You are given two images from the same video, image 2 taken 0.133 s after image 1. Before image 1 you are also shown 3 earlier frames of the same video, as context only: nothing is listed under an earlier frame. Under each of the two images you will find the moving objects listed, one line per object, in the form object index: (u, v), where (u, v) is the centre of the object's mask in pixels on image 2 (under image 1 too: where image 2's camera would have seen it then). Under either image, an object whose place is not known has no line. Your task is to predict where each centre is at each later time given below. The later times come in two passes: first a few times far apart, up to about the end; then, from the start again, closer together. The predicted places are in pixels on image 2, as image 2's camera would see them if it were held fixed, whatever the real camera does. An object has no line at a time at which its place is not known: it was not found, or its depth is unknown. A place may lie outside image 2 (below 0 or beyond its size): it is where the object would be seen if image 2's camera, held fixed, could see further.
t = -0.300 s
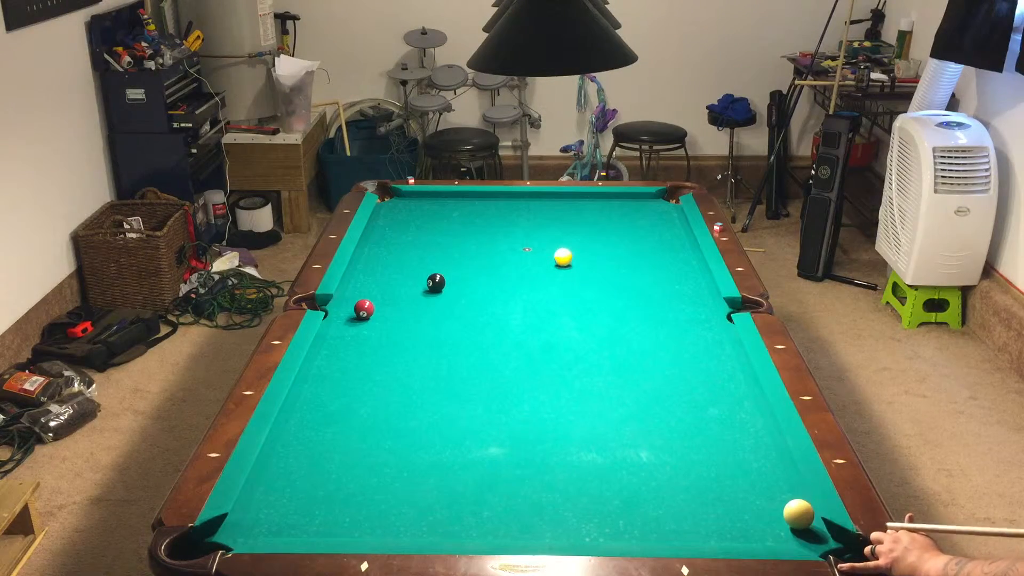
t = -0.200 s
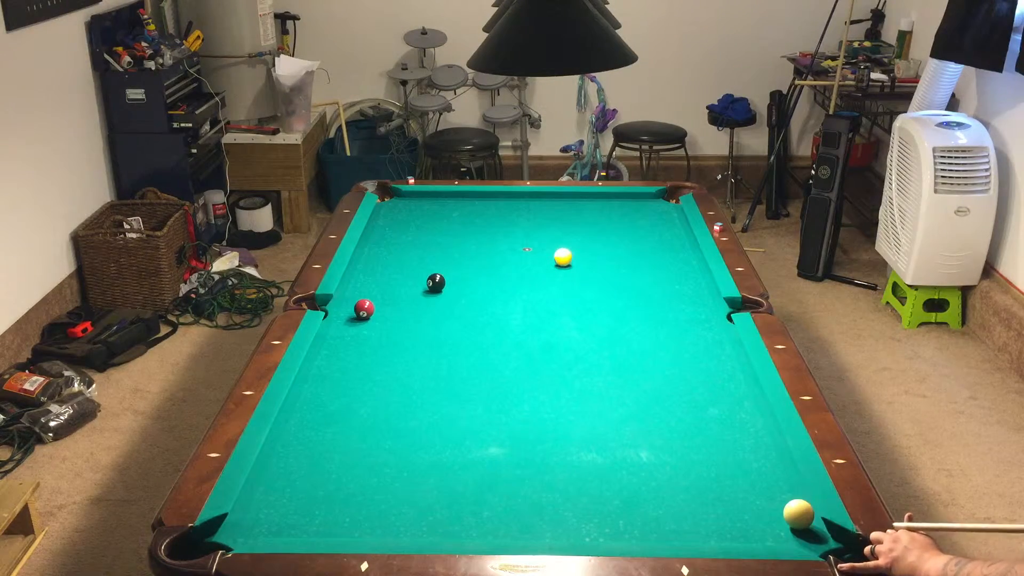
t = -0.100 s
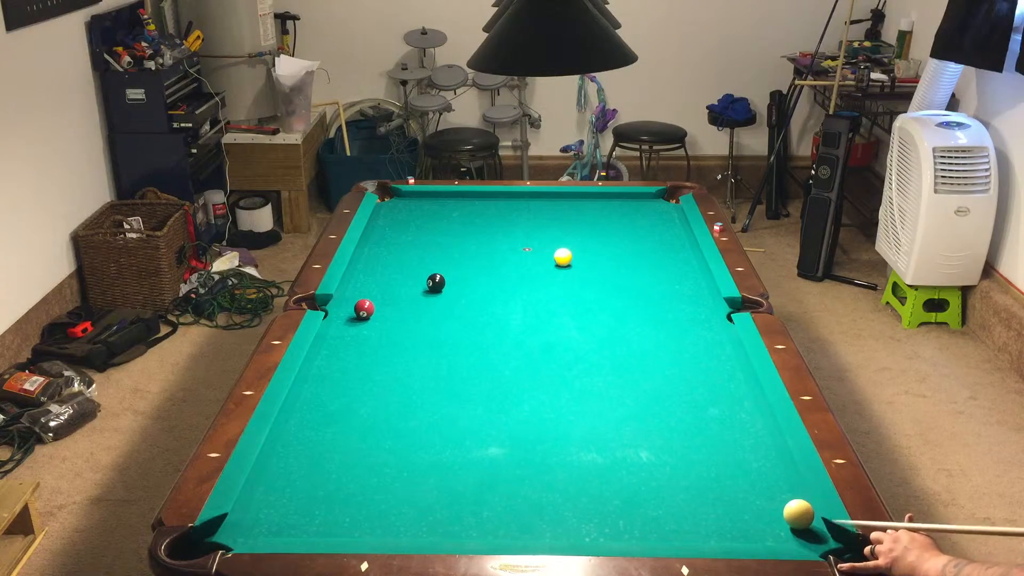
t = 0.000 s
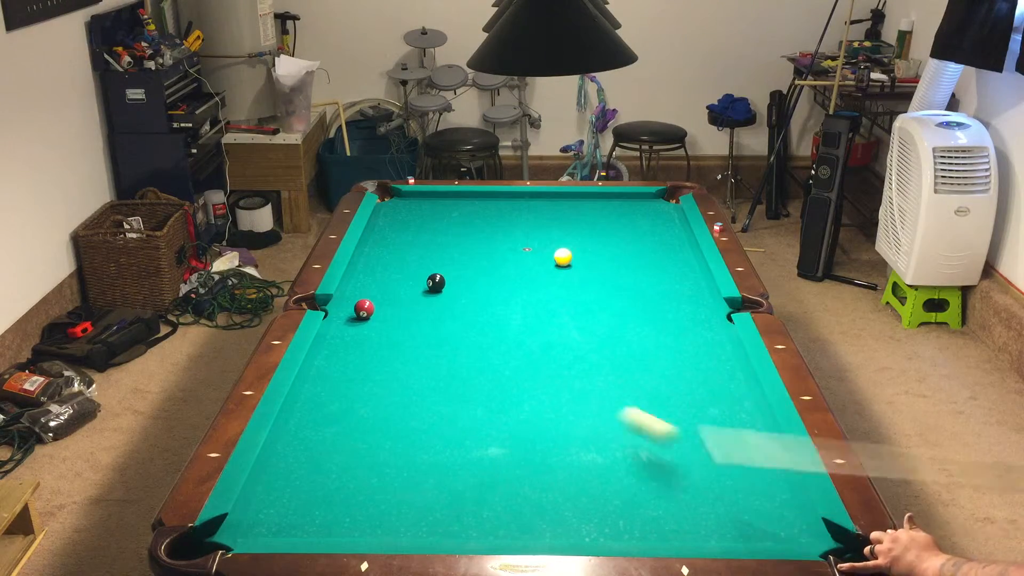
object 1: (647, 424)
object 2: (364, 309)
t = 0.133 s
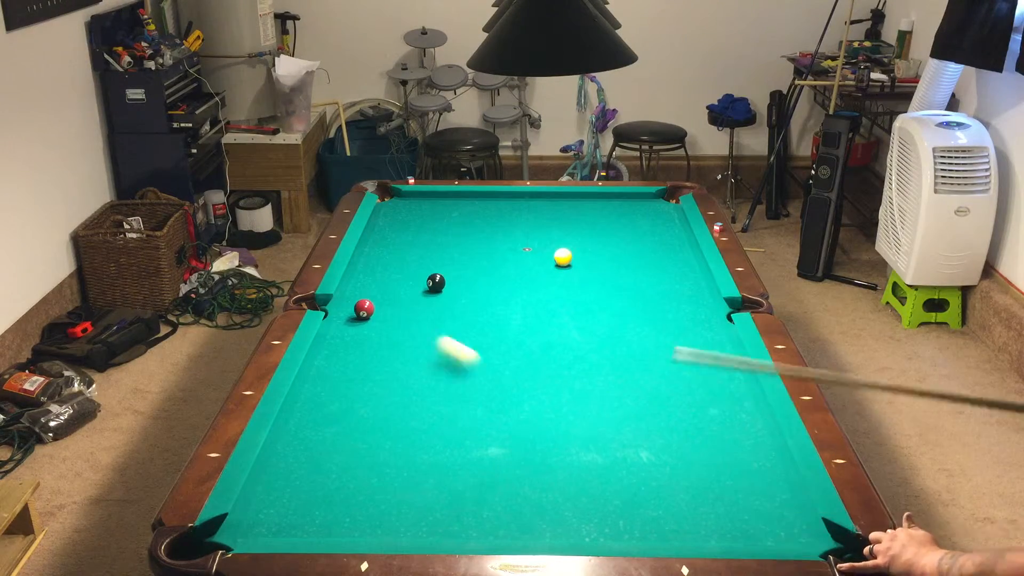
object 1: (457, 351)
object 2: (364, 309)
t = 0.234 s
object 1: (364, 316)
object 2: (355, 298)
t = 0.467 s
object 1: (349, 338)
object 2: (442, 243)
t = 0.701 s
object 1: (378, 362)
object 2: (515, 208)
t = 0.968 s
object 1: (414, 390)
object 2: (593, 210)
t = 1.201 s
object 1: (449, 417)
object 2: (674, 233)
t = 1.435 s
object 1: (486, 445)
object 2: (650, 257)
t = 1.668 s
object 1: (526, 476)
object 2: (602, 283)
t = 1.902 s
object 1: (569, 507)
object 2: (548, 312)
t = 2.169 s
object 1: (619, 528)
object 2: (480, 349)
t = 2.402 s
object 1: (649, 509)
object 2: (411, 387)
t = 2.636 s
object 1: (676, 490)
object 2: (333, 428)
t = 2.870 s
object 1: (700, 473)
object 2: (273, 472)
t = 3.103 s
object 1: (722, 458)
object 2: (295, 501)
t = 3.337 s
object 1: (742, 445)
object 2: (319, 526)
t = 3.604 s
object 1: (762, 431)
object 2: (353, 517)
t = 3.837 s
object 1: (757, 423)
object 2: (380, 500)
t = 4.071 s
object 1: (743, 418)
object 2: (405, 485)
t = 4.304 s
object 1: (732, 413)
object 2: (428, 472)
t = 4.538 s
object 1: (723, 409)
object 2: (448, 460)
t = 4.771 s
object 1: (717, 406)
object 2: (466, 450)
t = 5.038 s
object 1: (711, 404)
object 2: (484, 440)
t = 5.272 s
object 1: (709, 402)
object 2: (499, 432)
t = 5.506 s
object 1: (709, 401)
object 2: (511, 426)
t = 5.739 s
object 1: (710, 401)
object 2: (522, 420)
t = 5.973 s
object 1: (709, 401)
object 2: (532, 415)
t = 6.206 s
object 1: (709, 401)
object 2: (540, 411)
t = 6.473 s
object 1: (709, 402)
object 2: (547, 407)
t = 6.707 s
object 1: (709, 401)
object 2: (552, 404)
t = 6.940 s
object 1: (709, 401)
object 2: (555, 403)
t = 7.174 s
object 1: (710, 401)
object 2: (558, 401)
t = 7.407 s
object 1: (710, 402)
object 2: (558, 401)
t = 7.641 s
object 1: (710, 401)
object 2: (558, 401)
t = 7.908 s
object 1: (710, 401)
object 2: (558, 401)
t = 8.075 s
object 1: (709, 401)
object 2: (558, 401)
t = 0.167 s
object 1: (421, 333)
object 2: (364, 309)
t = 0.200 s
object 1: (388, 319)
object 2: (363, 309)
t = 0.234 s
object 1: (364, 316)
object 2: (355, 298)
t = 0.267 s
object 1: (351, 318)
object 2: (351, 286)
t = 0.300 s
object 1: (339, 321)
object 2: (370, 277)
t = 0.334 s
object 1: (332, 325)
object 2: (387, 269)
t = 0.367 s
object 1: (337, 328)
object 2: (403, 262)
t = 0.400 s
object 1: (341, 331)
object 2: (416, 255)
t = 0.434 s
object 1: (345, 335)
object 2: (430, 249)
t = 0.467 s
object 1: (349, 338)
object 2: (442, 243)
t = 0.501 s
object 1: (353, 341)
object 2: (453, 238)
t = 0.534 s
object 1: (357, 344)
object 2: (464, 232)
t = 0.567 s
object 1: (361, 348)
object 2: (475, 228)
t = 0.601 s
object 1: (365, 351)
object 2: (485, 223)
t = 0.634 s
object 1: (370, 354)
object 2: (495, 218)
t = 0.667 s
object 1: (374, 358)
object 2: (505, 213)
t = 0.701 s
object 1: (378, 362)
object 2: (515, 208)
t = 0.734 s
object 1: (382, 365)
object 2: (524, 204)
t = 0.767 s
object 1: (387, 368)
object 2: (533, 199)
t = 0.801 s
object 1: (391, 372)
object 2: (541, 196)
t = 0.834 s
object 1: (396, 376)
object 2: (551, 197)
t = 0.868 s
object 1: (400, 379)
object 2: (562, 200)
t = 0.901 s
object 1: (405, 383)
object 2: (572, 203)
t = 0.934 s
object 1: (410, 387)
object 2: (582, 206)
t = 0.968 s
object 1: (414, 390)
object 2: (593, 210)
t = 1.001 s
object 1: (419, 394)
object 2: (605, 213)
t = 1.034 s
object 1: (424, 398)
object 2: (616, 216)
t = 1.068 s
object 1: (429, 402)
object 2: (627, 219)
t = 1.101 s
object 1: (434, 405)
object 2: (638, 223)
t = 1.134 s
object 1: (439, 409)
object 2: (650, 226)
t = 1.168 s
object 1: (444, 413)
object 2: (662, 229)
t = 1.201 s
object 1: (449, 417)
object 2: (674, 233)
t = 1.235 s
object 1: (454, 421)
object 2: (686, 236)
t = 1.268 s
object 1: (459, 424)
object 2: (682, 240)
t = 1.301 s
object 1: (464, 429)
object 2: (675, 243)
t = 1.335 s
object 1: (470, 433)
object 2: (668, 246)
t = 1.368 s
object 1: (475, 437)
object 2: (662, 250)
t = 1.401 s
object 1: (480, 442)
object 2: (656, 253)
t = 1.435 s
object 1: (486, 445)
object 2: (650, 257)
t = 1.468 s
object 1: (492, 450)
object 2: (643, 260)
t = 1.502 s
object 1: (497, 454)
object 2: (636, 264)
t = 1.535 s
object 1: (503, 458)
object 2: (630, 267)
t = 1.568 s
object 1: (508, 462)
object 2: (623, 271)
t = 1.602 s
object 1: (514, 466)
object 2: (616, 275)
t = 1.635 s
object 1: (520, 471)
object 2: (609, 279)
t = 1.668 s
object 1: (526, 476)
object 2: (602, 283)
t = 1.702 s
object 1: (532, 479)
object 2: (595, 287)
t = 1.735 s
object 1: (538, 484)
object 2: (587, 291)
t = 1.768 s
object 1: (545, 488)
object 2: (580, 295)
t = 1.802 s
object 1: (550, 493)
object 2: (572, 299)
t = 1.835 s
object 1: (557, 498)
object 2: (565, 303)
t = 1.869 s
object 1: (563, 503)
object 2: (557, 307)
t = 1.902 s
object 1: (569, 507)
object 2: (548, 312)
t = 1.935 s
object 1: (576, 511)
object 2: (540, 316)
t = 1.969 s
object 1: (582, 516)
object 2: (532, 321)
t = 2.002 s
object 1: (589, 521)
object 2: (524, 325)
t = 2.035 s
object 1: (596, 526)
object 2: (515, 330)
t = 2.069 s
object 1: (602, 529)
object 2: (507, 335)
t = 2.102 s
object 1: (609, 531)
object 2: (498, 340)
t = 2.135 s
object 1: (614, 530)
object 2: (489, 344)
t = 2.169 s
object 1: (619, 528)
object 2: (480, 349)
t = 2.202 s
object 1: (623, 527)
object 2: (471, 354)
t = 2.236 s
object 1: (628, 524)
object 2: (461, 360)
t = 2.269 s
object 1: (632, 521)
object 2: (452, 364)
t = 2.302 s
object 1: (636, 518)
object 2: (442, 370)
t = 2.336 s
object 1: (641, 515)
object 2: (432, 375)
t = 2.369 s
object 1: (645, 512)
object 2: (422, 380)
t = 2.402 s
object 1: (649, 509)
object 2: (411, 387)
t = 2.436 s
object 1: (653, 506)
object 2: (401, 392)
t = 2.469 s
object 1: (657, 504)
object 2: (390, 398)
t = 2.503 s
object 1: (661, 501)
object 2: (379, 404)
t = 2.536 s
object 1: (665, 498)
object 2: (368, 410)
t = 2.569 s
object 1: (669, 496)
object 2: (356, 416)
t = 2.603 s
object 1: (672, 493)
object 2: (345, 422)
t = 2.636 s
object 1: (676, 490)
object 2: (333, 428)
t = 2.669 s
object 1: (680, 488)
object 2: (321, 435)
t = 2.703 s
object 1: (683, 485)
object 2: (308, 442)
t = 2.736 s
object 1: (687, 483)
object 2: (296, 449)
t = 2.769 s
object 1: (690, 481)
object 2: (283, 456)
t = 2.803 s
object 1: (694, 478)
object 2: (270, 463)
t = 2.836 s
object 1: (697, 476)
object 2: (269, 469)
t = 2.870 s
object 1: (700, 473)
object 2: (273, 472)
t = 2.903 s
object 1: (704, 471)
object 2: (275, 477)
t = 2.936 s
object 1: (707, 469)
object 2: (279, 481)
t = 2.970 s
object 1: (710, 467)
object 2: (282, 484)
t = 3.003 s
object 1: (713, 465)
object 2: (285, 489)
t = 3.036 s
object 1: (716, 463)
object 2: (289, 492)
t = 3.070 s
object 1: (719, 461)
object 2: (292, 496)
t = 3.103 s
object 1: (722, 458)
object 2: (295, 501)
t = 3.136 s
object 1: (725, 456)
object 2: (299, 504)
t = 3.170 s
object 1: (728, 454)
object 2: (302, 508)
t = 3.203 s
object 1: (731, 452)
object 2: (305, 512)
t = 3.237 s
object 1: (734, 450)
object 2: (309, 517)
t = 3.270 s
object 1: (737, 448)
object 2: (312, 521)
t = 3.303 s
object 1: (739, 447)
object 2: (315, 524)
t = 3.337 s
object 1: (742, 445)
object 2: (319, 526)
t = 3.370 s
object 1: (745, 443)
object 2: (323, 528)
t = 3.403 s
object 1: (747, 441)
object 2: (327, 528)
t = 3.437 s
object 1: (750, 440)
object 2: (331, 527)
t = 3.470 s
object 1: (752, 438)
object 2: (336, 525)
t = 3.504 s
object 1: (755, 436)
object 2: (340, 523)
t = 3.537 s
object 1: (757, 435)
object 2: (344, 522)
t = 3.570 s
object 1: (760, 433)
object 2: (348, 520)
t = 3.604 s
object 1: (762, 431)
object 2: (353, 517)
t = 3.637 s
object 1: (764, 430)
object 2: (357, 513)
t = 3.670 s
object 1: (766, 428)
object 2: (361, 512)
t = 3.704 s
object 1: (765, 427)
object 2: (365, 509)
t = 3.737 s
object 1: (763, 426)
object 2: (369, 507)
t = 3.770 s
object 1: (761, 425)
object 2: (373, 505)
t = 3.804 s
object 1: (759, 424)
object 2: (376, 501)
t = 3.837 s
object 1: (757, 423)
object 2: (380, 500)
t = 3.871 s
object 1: (754, 423)
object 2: (384, 498)
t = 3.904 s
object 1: (752, 422)
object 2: (388, 495)
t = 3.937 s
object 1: (751, 421)
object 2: (391, 493)
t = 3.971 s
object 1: (749, 420)
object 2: (395, 491)
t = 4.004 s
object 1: (747, 419)
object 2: (398, 489)
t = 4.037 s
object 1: (745, 418)
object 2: (402, 487)
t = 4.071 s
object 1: (743, 418)
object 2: (405, 485)
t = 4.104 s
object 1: (742, 417)
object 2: (409, 483)
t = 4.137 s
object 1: (740, 416)
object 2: (412, 481)
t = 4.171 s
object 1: (738, 415)
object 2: (415, 479)
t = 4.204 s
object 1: (737, 415)
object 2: (419, 477)
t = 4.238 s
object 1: (735, 414)
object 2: (422, 476)
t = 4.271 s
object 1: (734, 413)
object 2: (425, 474)
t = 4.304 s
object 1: (732, 413)
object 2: (428, 472)
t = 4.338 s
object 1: (731, 412)
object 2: (431, 471)
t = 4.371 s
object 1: (729, 411)
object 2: (434, 469)
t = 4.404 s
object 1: (728, 411)
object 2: (437, 467)
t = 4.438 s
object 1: (727, 410)
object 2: (440, 465)
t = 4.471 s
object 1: (726, 410)
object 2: (442, 464)
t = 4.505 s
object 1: (725, 409)
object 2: (445, 462)
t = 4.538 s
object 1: (723, 409)
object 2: (448, 460)
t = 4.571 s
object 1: (722, 408)
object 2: (451, 459)
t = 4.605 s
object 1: (721, 408)
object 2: (453, 457)
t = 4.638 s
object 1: (720, 407)
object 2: (456, 456)
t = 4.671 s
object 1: (719, 407)
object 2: (459, 454)
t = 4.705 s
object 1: (718, 406)
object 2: (461, 453)
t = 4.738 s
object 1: (717, 406)
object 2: (464, 452)
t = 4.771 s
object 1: (717, 406)
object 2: (466, 450)
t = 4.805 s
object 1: (716, 406)
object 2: (468, 449)
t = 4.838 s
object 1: (715, 405)
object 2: (471, 447)
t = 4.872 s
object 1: (714, 405)
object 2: (473, 447)
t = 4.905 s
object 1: (714, 405)
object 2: (476, 445)
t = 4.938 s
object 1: (713, 404)
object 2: (478, 444)
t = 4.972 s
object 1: (712, 404)
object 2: (480, 443)
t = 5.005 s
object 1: (712, 404)
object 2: (482, 441)
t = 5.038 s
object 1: (711, 404)
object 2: (484, 440)
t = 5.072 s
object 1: (711, 403)
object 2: (487, 439)
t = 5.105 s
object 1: (710, 403)
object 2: (489, 438)
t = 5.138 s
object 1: (710, 403)
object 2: (491, 436)
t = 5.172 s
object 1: (710, 403)
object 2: (493, 435)
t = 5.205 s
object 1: (709, 402)
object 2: (495, 434)
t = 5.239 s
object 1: (709, 402)
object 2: (497, 433)
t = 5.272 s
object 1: (709, 402)
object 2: (499, 432)
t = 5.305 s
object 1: (709, 402)
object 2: (501, 431)
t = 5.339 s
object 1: (709, 402)
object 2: (502, 429)
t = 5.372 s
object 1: (709, 402)
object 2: (504, 428)
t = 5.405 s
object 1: (709, 402)
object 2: (506, 428)
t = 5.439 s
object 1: (709, 402)
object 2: (508, 427)
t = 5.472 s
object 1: (709, 402)
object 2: (509, 426)
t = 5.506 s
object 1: (709, 401)
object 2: (511, 426)
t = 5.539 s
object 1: (709, 401)
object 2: (513, 424)
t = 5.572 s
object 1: (709, 402)
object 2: (514, 424)
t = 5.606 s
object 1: (710, 401)
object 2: (516, 423)
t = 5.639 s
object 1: (710, 401)
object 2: (518, 422)
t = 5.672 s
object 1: (710, 402)
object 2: (520, 421)
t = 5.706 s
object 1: (710, 402)
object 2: (521, 421)
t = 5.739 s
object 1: (710, 401)
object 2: (522, 420)
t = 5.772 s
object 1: (710, 401)
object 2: (524, 419)
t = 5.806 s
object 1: (710, 401)
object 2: (525, 418)
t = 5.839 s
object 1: (709, 401)
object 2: (527, 418)
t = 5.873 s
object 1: (709, 401)
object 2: (528, 417)
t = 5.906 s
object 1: (709, 401)
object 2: (529, 417)
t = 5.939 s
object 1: (710, 402)
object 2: (531, 415)
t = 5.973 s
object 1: (709, 401)
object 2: (532, 415)
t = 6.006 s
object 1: (710, 402)
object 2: (533, 414)
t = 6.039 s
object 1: (710, 402)
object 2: (534, 414)
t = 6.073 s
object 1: (709, 401)
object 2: (536, 413)
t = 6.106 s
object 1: (709, 401)
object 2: (537, 413)
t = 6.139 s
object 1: (709, 401)
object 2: (538, 412)
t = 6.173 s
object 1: (709, 401)
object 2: (539, 411)
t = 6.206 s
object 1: (709, 401)
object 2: (540, 411)
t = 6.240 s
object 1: (709, 401)
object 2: (541, 410)
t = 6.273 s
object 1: (709, 401)
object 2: (542, 410)
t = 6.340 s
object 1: (710, 402)
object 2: (544, 408)
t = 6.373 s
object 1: (710, 402)
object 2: (545, 408)
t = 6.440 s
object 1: (709, 401)
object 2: (546, 407)
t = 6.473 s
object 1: (709, 402)
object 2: (547, 407)
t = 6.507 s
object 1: (709, 402)
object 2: (548, 406)
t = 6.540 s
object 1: (710, 402)
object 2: (548, 406)
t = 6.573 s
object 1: (709, 401)
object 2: (549, 406)
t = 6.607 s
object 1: (709, 401)
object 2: (550, 405)
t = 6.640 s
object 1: (709, 401)
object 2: (551, 405)
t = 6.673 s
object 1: (709, 402)
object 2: (551, 405)
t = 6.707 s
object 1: (709, 401)
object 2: (552, 404)
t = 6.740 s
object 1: (709, 401)
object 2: (552, 404)
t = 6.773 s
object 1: (709, 402)
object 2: (553, 404)
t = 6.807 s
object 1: (709, 401)
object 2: (553, 404)
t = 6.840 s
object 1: (709, 401)
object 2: (554, 403)
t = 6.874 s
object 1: (709, 401)
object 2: (554, 403)
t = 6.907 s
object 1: (710, 401)
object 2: (555, 403)
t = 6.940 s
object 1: (709, 401)
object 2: (555, 403)
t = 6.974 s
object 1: (710, 401)
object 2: (556, 402)
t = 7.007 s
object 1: (710, 401)
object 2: (556, 402)
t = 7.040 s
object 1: (710, 402)
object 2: (556, 402)
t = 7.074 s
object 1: (710, 402)
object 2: (557, 401)
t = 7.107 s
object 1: (710, 402)
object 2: (557, 401)
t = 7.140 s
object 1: (710, 401)
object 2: (557, 401)
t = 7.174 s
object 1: (710, 401)
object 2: (558, 401)
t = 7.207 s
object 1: (710, 401)
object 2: (558, 401)
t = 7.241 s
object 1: (709, 401)
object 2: (558, 401)
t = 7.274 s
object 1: (710, 401)
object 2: (558, 401)
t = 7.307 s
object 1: (710, 401)
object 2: (558, 401)
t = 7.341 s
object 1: (710, 401)
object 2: (558, 400)
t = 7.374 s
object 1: (710, 401)
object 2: (558, 400)
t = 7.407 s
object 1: (710, 402)
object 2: (558, 401)
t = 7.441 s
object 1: (710, 401)
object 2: (558, 401)
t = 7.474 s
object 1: (709, 402)
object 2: (558, 401)
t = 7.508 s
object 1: (709, 402)
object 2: (558, 401)
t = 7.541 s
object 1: (709, 402)
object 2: (558, 401)
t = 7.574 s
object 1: (710, 401)
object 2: (558, 401)
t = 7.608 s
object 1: (710, 401)
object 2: (558, 401)
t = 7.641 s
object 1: (710, 401)
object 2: (558, 401)
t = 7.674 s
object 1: (709, 401)
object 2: (558, 401)
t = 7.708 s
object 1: (709, 401)
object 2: (558, 401)
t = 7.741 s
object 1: (710, 401)
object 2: (558, 401)
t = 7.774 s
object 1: (709, 402)
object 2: (558, 401)
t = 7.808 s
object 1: (710, 401)
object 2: (558, 401)
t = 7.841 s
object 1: (710, 401)
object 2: (558, 401)
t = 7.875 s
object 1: (710, 402)
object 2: (558, 401)
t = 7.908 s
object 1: (710, 401)
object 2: (558, 401)
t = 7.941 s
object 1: (709, 401)
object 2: (558, 401)
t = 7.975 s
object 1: (709, 401)
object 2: (558, 401)
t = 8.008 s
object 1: (709, 401)
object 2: (558, 401)
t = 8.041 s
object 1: (709, 402)
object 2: (558, 401)
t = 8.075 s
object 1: (709, 401)
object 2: (558, 401)
